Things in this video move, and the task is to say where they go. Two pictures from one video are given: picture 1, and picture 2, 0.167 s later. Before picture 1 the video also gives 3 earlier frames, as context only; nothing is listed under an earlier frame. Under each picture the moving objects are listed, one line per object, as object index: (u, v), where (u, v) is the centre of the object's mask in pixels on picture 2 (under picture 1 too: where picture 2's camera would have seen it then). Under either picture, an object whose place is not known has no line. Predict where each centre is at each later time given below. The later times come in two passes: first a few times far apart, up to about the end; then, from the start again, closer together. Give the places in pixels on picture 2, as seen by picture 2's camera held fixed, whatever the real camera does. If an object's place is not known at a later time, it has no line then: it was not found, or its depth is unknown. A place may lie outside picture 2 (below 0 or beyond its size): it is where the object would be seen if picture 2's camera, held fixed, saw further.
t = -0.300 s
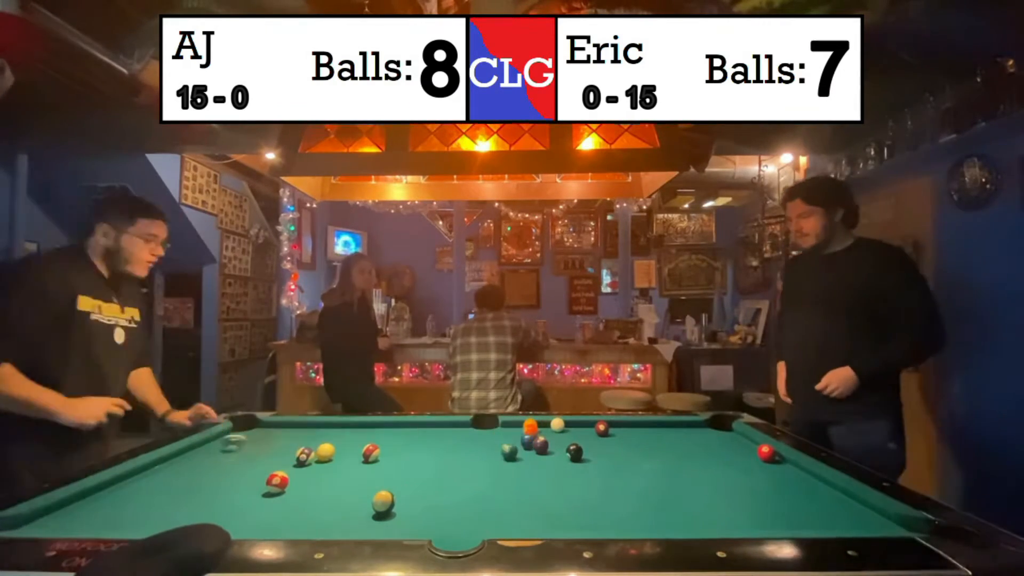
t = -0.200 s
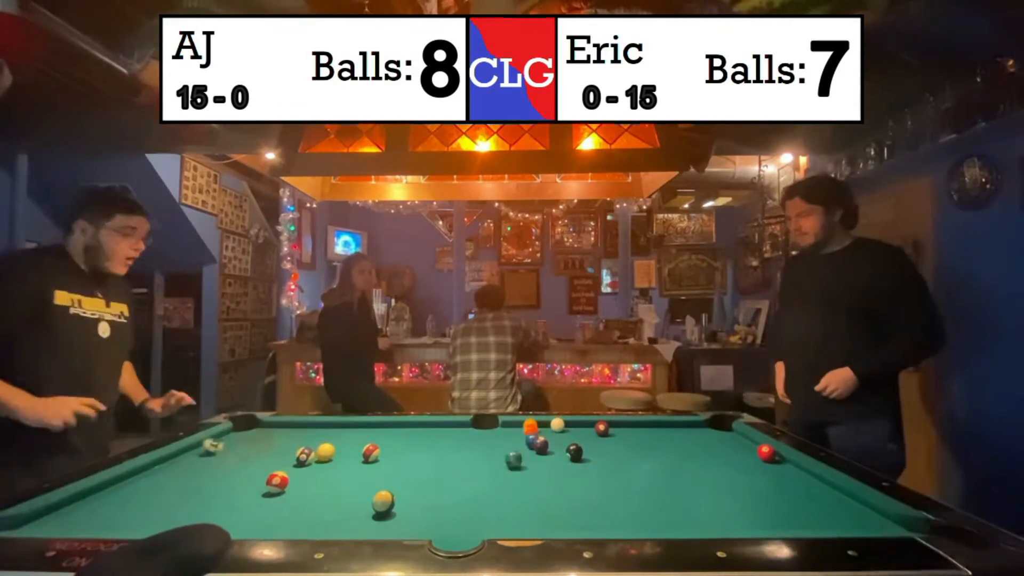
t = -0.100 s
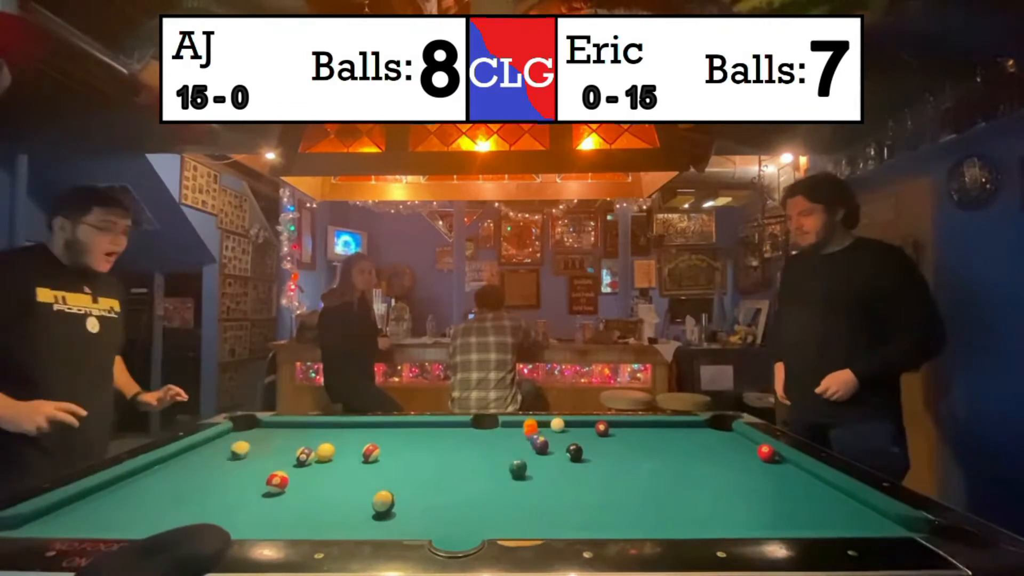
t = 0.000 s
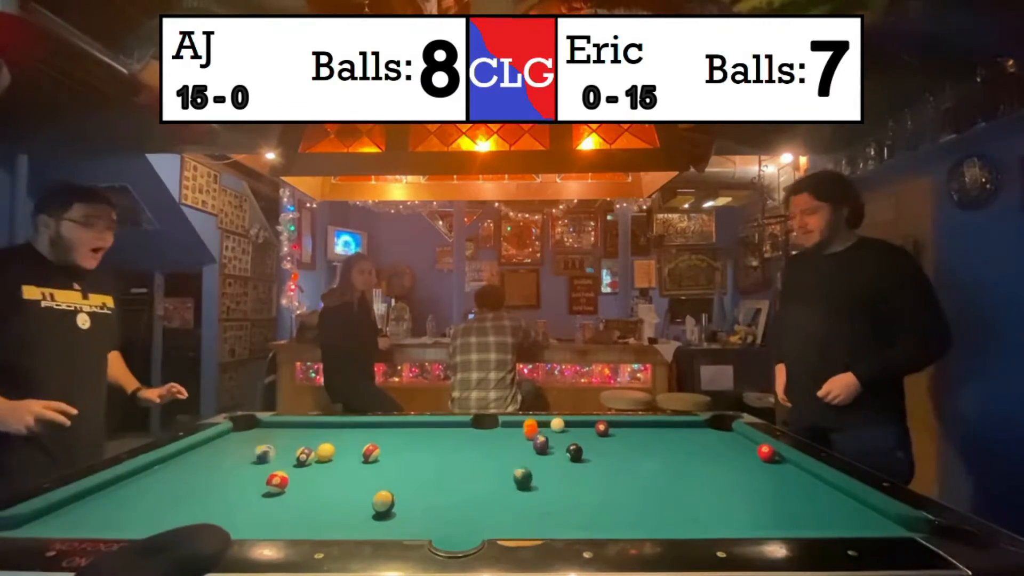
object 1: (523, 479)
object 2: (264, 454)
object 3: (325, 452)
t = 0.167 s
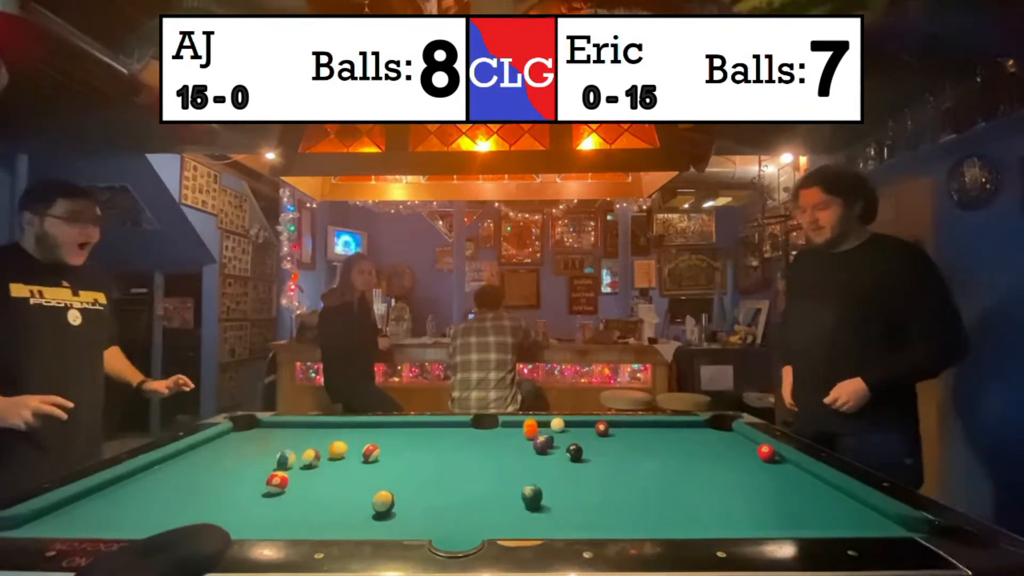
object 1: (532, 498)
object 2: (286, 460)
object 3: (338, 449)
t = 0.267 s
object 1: (539, 510)
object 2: (289, 463)
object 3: (351, 447)
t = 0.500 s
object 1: (545, 522)
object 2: (298, 474)
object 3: (382, 440)
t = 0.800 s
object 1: (531, 507)
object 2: (310, 488)
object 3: (414, 435)
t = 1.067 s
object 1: (521, 493)
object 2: (323, 501)
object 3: (439, 431)
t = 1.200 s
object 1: (517, 487)
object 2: (331, 507)
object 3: (450, 428)
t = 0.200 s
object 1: (534, 502)
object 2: (286, 461)
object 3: (342, 449)
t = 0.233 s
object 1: (536, 506)
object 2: (287, 462)
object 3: (347, 447)
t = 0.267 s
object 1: (539, 510)
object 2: (289, 463)
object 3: (351, 447)
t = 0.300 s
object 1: (541, 515)
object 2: (290, 465)
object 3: (356, 446)
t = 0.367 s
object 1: (545, 520)
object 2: (292, 468)
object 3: (363, 443)
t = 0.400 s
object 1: (548, 523)
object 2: (294, 469)
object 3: (368, 441)
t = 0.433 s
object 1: (549, 525)
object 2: (296, 471)
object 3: (373, 440)
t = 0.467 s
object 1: (548, 523)
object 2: (297, 473)
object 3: (378, 440)
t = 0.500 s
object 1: (545, 522)
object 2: (298, 474)
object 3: (382, 440)
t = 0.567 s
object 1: (542, 519)
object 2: (300, 477)
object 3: (389, 440)
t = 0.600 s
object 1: (540, 518)
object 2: (301, 479)
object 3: (393, 439)
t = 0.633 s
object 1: (539, 516)
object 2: (303, 480)
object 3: (396, 439)
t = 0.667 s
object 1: (538, 516)
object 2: (304, 481)
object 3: (400, 438)
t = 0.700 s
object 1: (536, 514)
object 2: (306, 483)
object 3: (403, 437)
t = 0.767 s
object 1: (533, 510)
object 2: (309, 486)
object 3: (410, 436)
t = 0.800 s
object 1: (531, 507)
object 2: (310, 488)
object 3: (414, 435)
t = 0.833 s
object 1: (530, 505)
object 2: (312, 490)
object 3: (417, 435)
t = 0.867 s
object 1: (529, 503)
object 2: (313, 491)
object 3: (420, 434)
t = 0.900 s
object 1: (527, 501)
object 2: (315, 493)
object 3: (423, 434)
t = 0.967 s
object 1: (525, 498)
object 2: (318, 496)
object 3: (430, 432)
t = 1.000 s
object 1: (524, 496)
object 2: (320, 497)
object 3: (433, 432)
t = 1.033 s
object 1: (522, 495)
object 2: (322, 499)
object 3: (436, 431)
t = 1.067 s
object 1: (521, 493)
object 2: (323, 501)
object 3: (439, 431)
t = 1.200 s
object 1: (517, 487)
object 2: (331, 507)
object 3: (450, 428)
